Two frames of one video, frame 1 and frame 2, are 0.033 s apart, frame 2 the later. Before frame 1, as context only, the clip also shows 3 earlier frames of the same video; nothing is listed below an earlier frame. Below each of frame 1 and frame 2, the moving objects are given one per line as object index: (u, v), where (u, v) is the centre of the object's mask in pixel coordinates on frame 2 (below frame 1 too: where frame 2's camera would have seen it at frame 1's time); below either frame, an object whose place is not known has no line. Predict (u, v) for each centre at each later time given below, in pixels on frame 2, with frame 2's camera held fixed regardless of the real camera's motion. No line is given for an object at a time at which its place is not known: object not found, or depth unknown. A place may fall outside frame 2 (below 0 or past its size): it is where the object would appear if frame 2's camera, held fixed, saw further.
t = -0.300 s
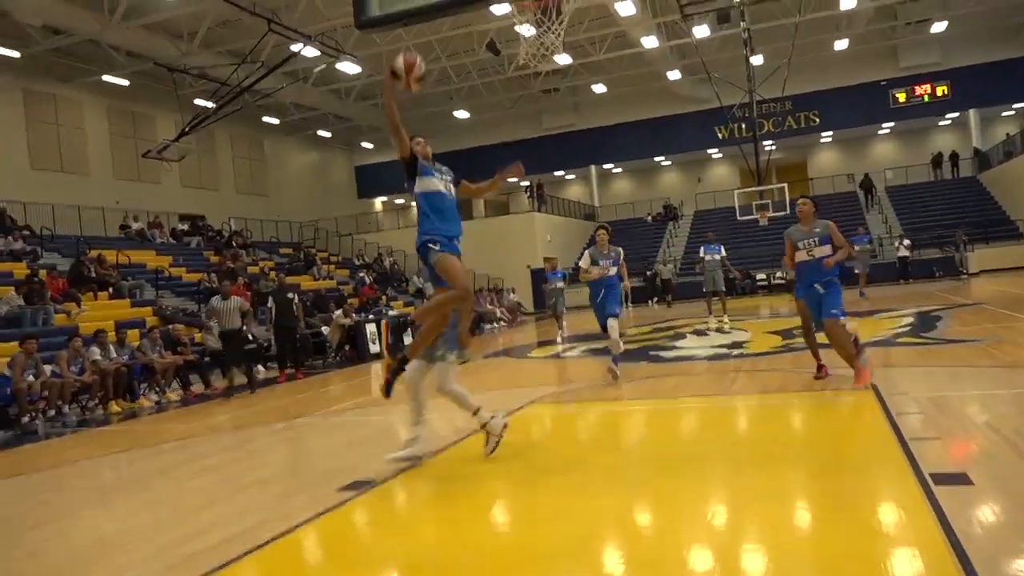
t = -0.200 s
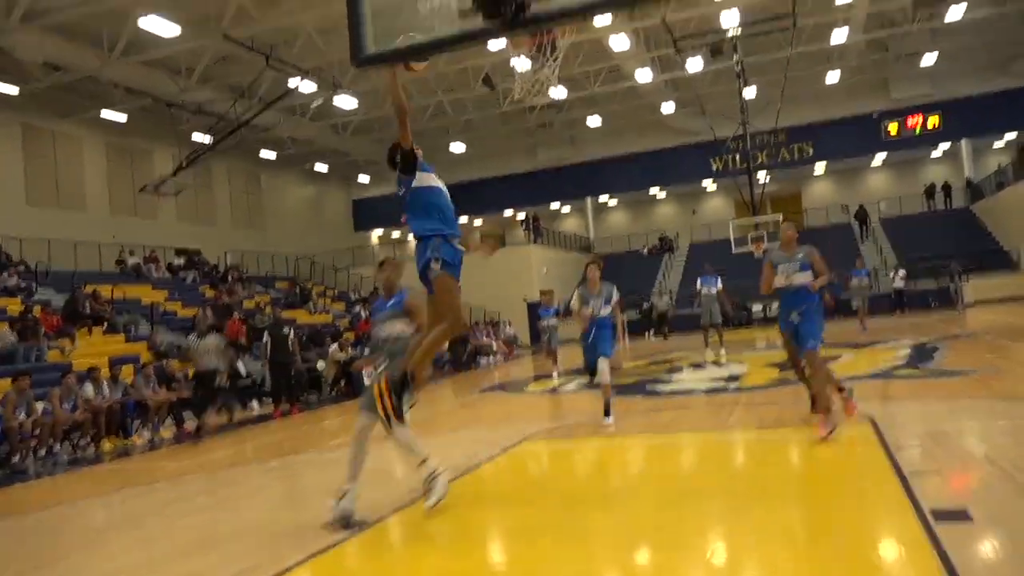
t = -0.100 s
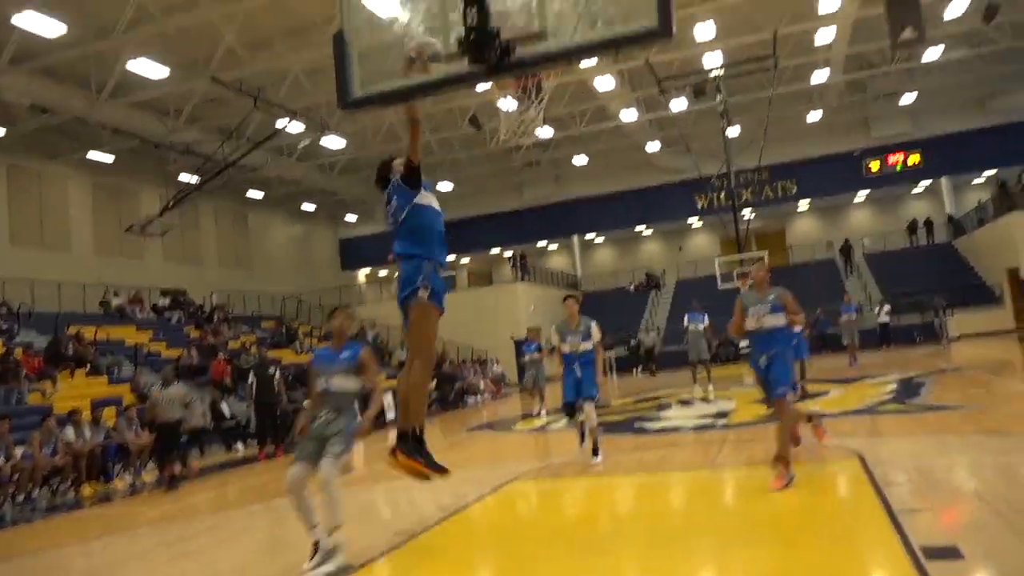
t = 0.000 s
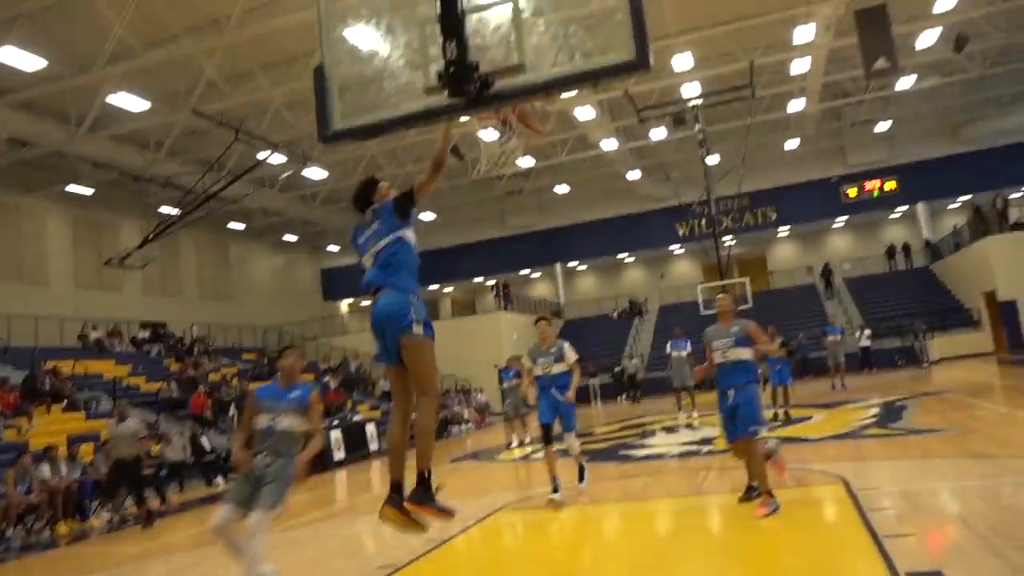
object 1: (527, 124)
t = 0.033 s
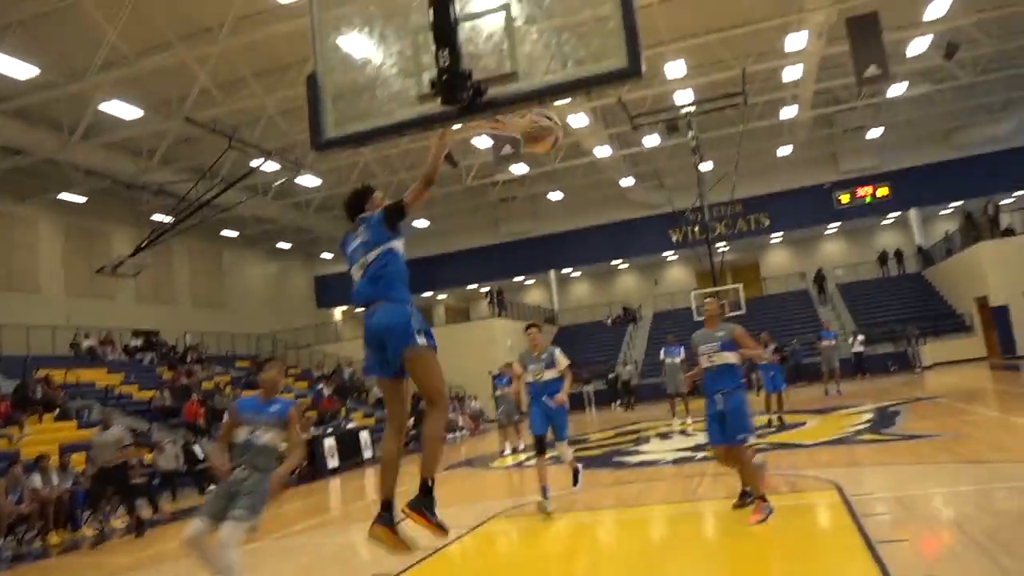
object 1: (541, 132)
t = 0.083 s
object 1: (541, 129)
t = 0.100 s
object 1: (541, 128)
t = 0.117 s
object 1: (540, 128)
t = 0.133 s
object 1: (540, 128)
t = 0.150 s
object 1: (539, 130)
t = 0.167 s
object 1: (538, 130)
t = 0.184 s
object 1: (536, 133)
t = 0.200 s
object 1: (536, 135)
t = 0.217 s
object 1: (535, 139)
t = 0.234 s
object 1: (536, 142)
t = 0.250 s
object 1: (537, 146)
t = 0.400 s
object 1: (530, 190)
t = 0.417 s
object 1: (531, 198)
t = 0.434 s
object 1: (535, 206)
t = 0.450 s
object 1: (534, 215)
